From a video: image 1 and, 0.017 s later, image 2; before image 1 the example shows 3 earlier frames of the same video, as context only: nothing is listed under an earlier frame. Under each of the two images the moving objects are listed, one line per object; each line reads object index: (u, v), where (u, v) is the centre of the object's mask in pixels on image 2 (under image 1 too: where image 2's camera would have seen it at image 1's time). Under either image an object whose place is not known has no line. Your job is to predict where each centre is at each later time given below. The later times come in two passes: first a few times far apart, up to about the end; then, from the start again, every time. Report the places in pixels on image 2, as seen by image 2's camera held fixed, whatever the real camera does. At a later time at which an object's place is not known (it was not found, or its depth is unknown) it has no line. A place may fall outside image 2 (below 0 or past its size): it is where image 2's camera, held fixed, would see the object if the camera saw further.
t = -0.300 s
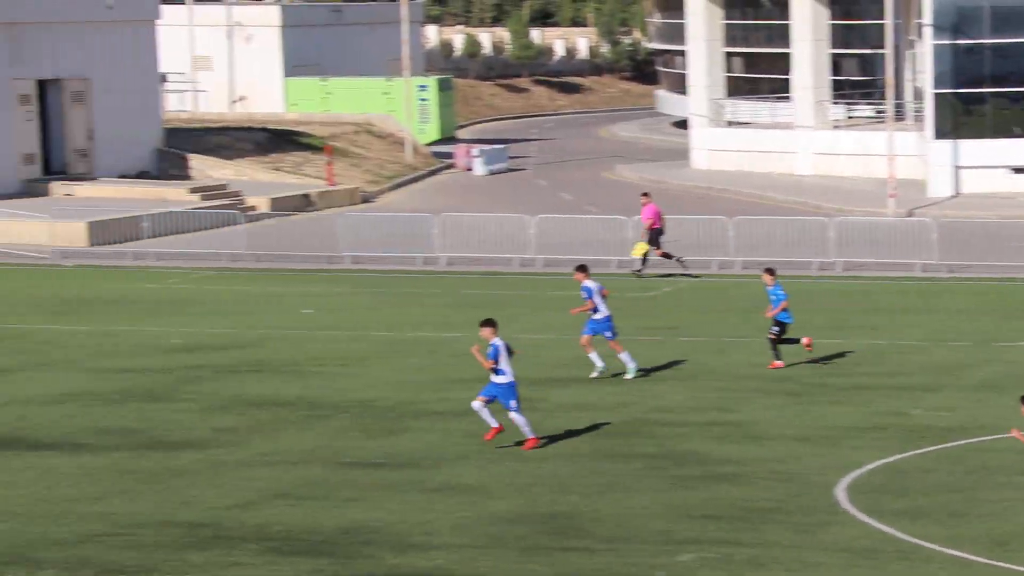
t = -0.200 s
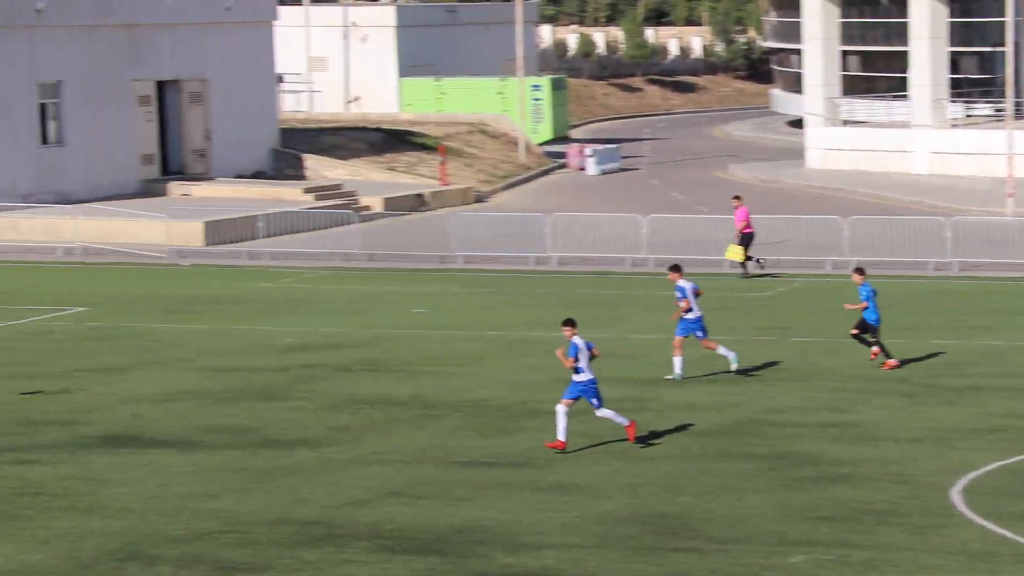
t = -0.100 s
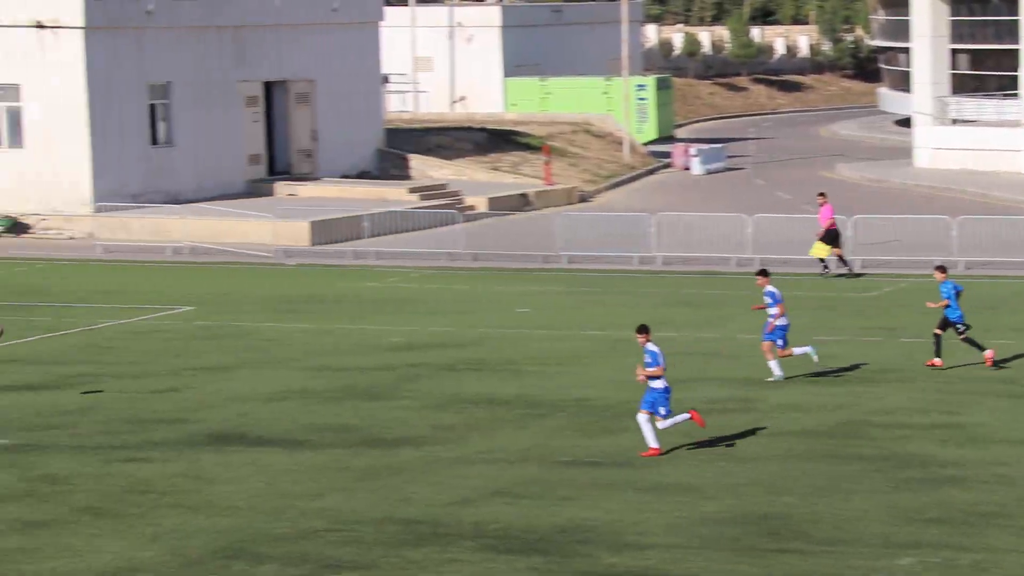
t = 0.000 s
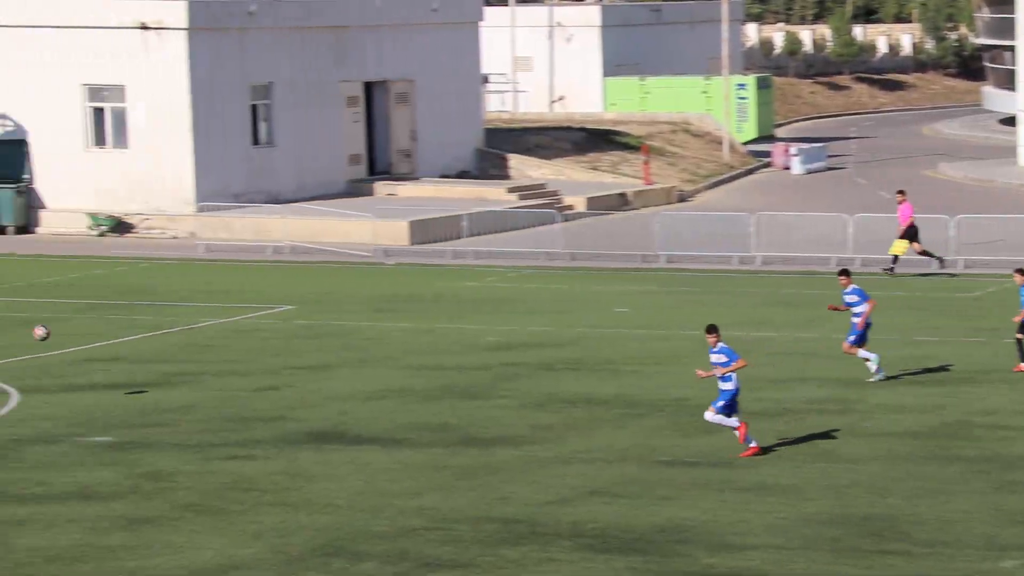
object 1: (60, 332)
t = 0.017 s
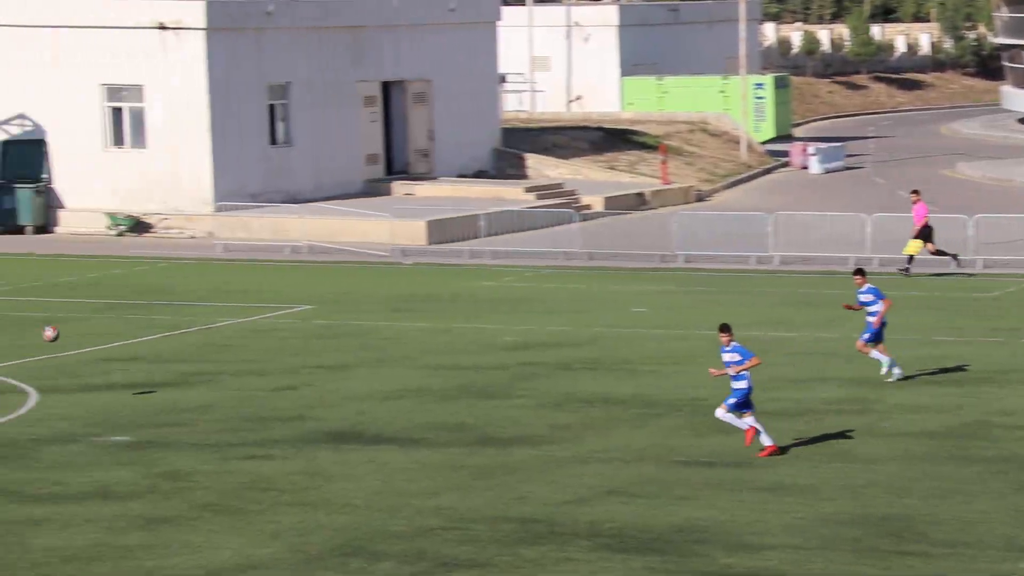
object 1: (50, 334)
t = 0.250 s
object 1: (-87, 381)
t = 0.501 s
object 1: (-243, 391)
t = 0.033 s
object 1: (41, 336)
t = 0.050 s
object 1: (31, 338)
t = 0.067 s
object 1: (20, 340)
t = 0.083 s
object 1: (11, 342)
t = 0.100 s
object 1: (1, 345)
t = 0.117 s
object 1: (-10, 348)
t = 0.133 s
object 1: (-19, 351)
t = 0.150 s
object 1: (-29, 355)
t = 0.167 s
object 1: (-39, 358)
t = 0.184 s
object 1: (-48, 363)
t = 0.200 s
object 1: (-58, 367)
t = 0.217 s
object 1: (-68, 371)
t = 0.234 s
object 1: (-78, 376)
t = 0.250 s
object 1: (-87, 381)
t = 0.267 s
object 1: (-97, 386)
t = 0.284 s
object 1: (-106, 392)
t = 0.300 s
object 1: (-117, 398)
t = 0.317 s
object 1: (-127, 404)
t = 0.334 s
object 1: (-137, 410)
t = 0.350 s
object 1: (-146, 416)
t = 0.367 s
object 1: (-158, 415)
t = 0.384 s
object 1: (-169, 411)
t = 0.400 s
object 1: (-180, 408)
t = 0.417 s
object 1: (-191, 405)
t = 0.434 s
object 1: (-201, 401)
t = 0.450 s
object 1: (-212, 398)
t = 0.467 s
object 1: (-222, 395)
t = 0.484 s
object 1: (-233, 393)
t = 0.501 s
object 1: (-243, 391)
